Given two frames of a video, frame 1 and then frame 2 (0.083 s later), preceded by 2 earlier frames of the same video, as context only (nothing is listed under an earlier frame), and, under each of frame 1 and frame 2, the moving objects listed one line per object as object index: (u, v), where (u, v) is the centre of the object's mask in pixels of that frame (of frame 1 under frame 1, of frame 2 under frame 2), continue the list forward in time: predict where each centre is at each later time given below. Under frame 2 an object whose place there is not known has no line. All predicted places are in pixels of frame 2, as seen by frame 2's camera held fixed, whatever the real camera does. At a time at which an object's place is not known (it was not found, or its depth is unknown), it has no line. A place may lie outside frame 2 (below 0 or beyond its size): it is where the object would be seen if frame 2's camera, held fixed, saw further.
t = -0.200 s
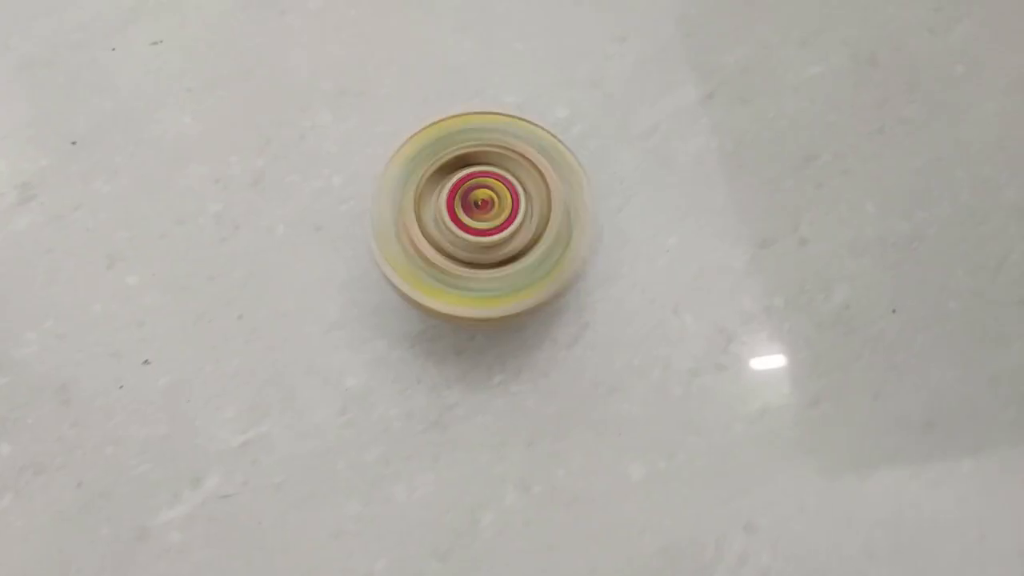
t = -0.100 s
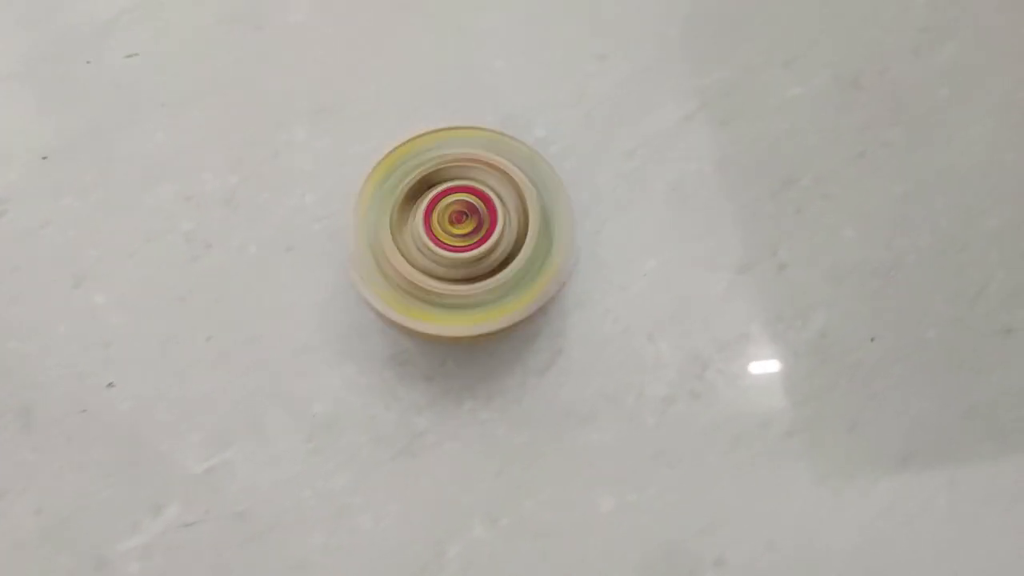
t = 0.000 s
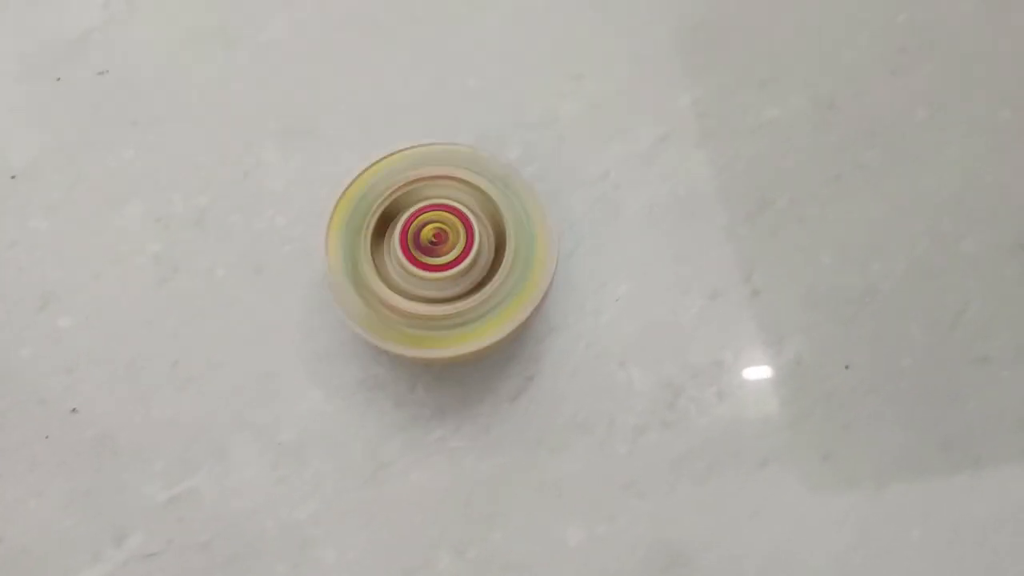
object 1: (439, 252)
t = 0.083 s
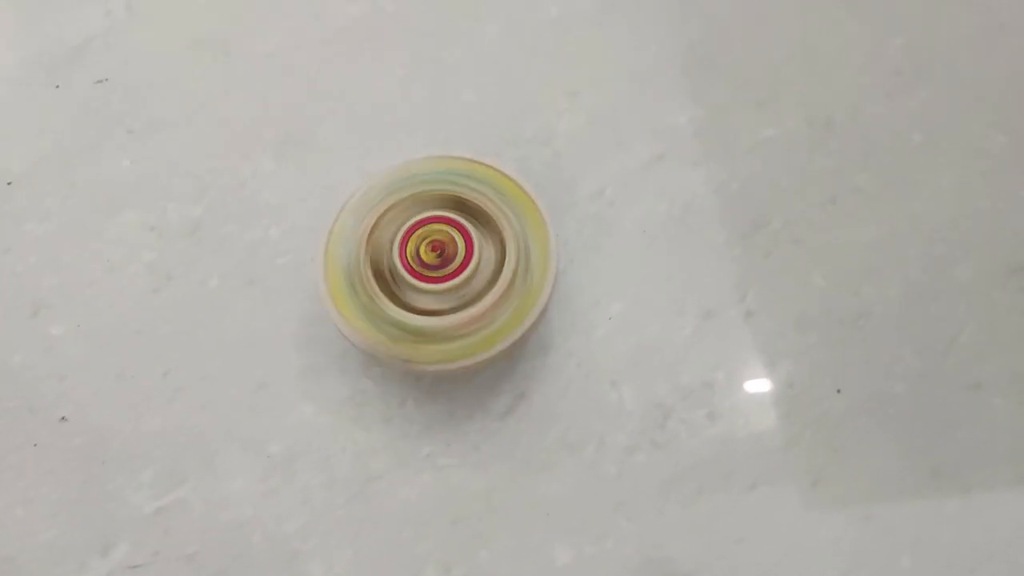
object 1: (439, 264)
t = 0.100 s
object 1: (441, 262)
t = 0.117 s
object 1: (442, 262)
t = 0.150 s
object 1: (443, 261)
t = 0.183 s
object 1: (447, 259)
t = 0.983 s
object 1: (468, 299)
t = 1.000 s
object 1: (468, 299)
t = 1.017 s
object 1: (465, 298)
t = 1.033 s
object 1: (464, 299)
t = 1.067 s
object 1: (458, 300)
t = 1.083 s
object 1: (457, 301)
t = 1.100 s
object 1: (454, 303)
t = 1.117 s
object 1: (453, 302)
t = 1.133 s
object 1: (451, 303)
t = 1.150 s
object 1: (450, 304)
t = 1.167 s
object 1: (447, 304)
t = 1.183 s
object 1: (445, 304)
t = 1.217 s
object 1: (441, 304)
